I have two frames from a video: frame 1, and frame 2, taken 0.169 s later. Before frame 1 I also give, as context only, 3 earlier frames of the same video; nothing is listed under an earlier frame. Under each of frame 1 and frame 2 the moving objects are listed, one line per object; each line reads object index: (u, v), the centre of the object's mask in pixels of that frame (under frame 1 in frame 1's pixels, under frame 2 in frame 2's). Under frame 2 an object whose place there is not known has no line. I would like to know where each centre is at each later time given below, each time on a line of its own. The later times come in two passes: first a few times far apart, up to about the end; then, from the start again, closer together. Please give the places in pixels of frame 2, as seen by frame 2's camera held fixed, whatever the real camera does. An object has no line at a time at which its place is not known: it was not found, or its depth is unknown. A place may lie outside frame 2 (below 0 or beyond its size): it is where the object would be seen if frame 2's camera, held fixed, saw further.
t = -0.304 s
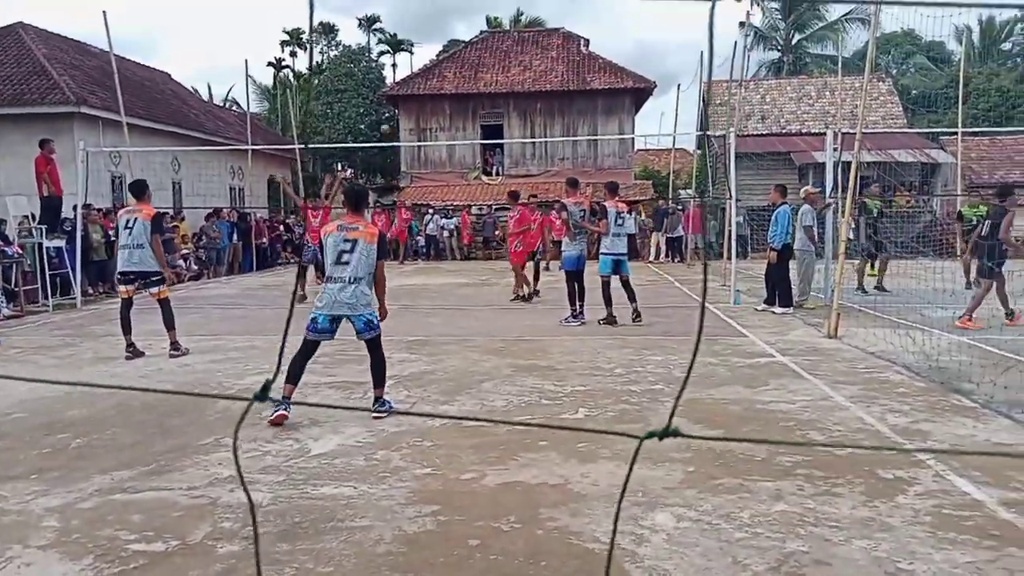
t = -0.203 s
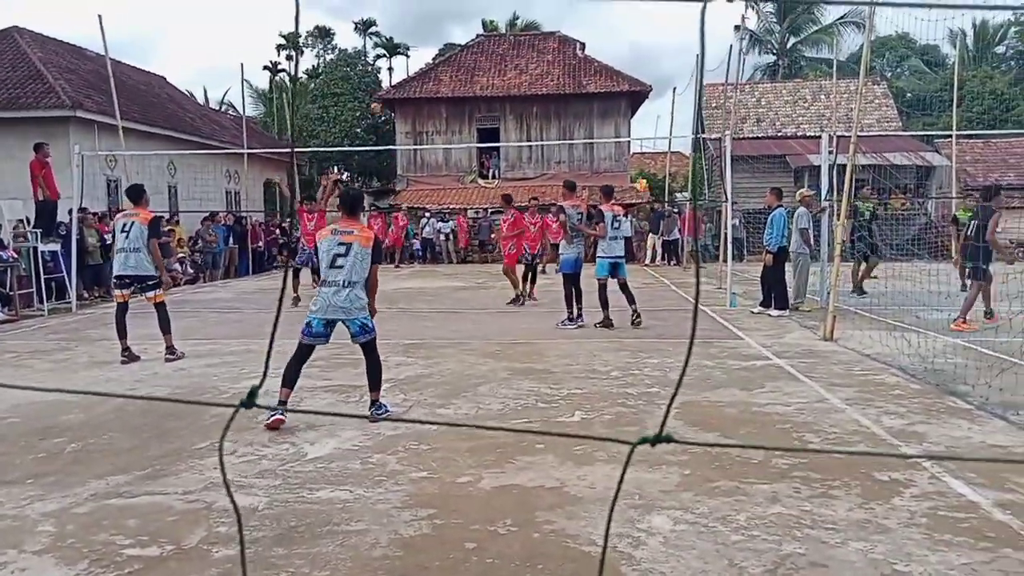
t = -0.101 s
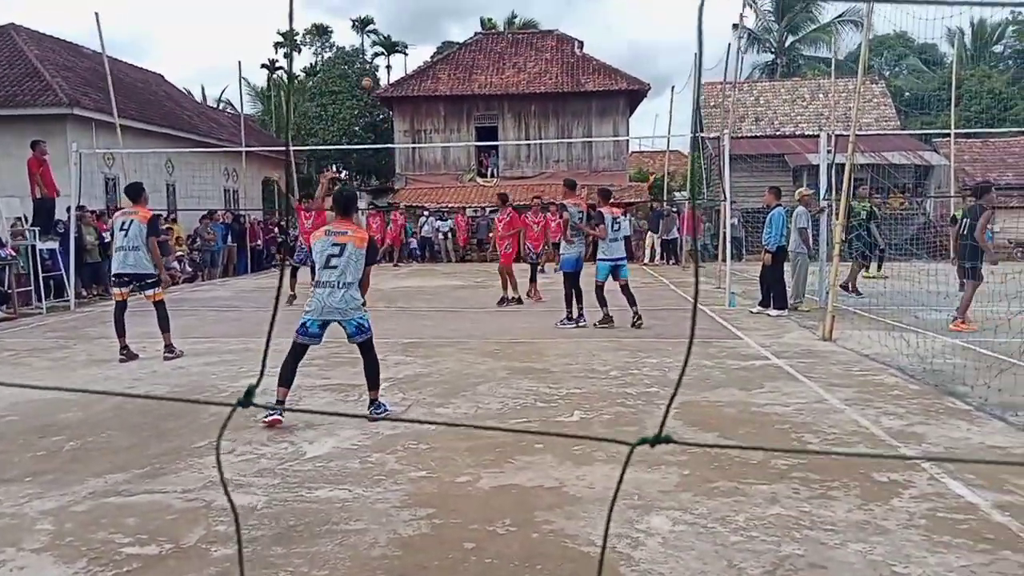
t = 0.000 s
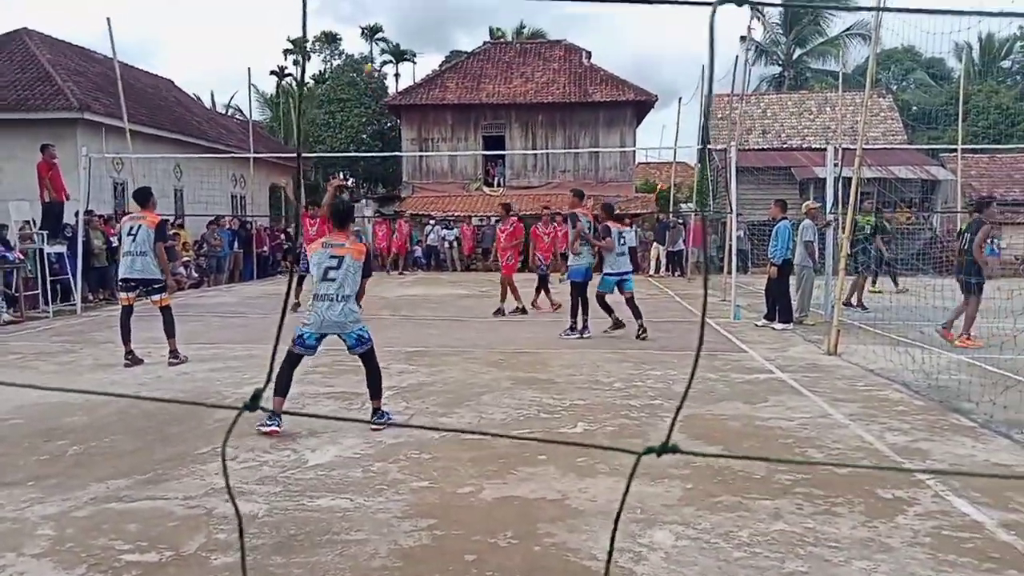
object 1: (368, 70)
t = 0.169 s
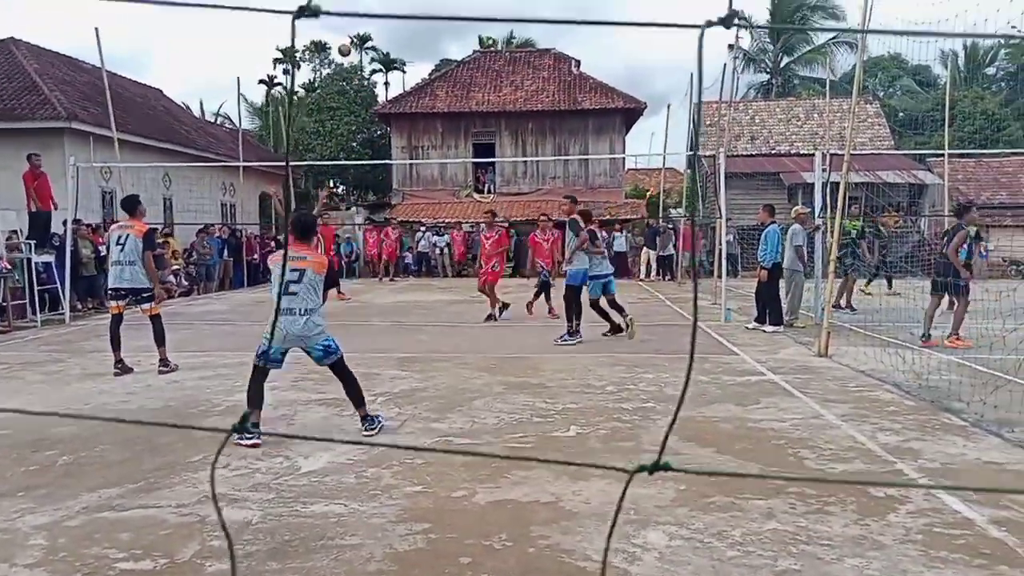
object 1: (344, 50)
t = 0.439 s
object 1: (313, 24)
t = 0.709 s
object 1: (278, 64)
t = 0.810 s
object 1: (254, 108)
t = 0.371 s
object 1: (326, 27)
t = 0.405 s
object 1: (320, 27)
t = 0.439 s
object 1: (313, 24)
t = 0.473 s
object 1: (309, 27)
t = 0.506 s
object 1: (308, 27)
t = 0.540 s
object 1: (300, 33)
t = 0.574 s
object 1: (293, 32)
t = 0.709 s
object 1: (278, 64)
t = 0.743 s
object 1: (270, 77)
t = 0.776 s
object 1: (262, 90)
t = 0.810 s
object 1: (254, 108)
